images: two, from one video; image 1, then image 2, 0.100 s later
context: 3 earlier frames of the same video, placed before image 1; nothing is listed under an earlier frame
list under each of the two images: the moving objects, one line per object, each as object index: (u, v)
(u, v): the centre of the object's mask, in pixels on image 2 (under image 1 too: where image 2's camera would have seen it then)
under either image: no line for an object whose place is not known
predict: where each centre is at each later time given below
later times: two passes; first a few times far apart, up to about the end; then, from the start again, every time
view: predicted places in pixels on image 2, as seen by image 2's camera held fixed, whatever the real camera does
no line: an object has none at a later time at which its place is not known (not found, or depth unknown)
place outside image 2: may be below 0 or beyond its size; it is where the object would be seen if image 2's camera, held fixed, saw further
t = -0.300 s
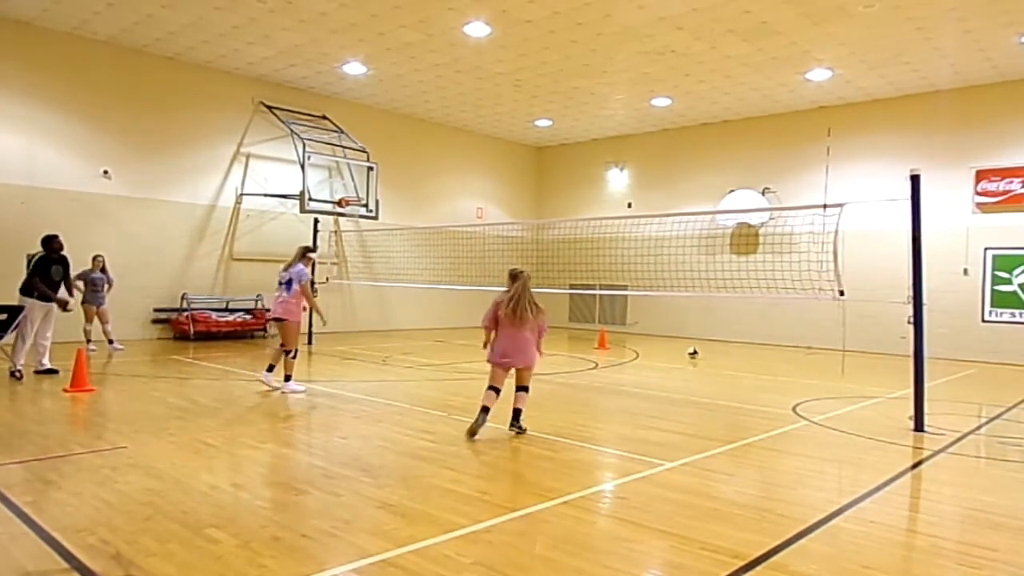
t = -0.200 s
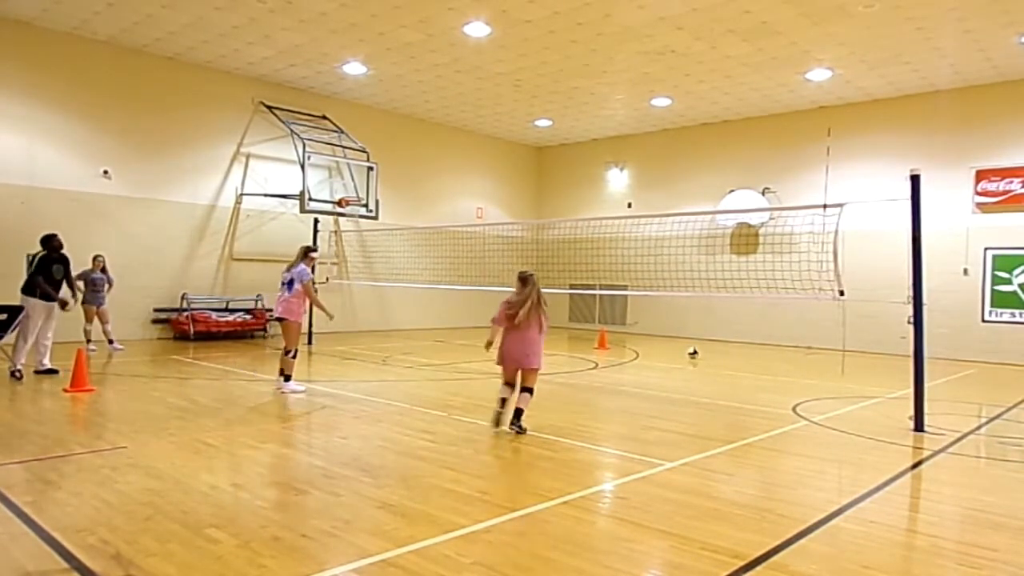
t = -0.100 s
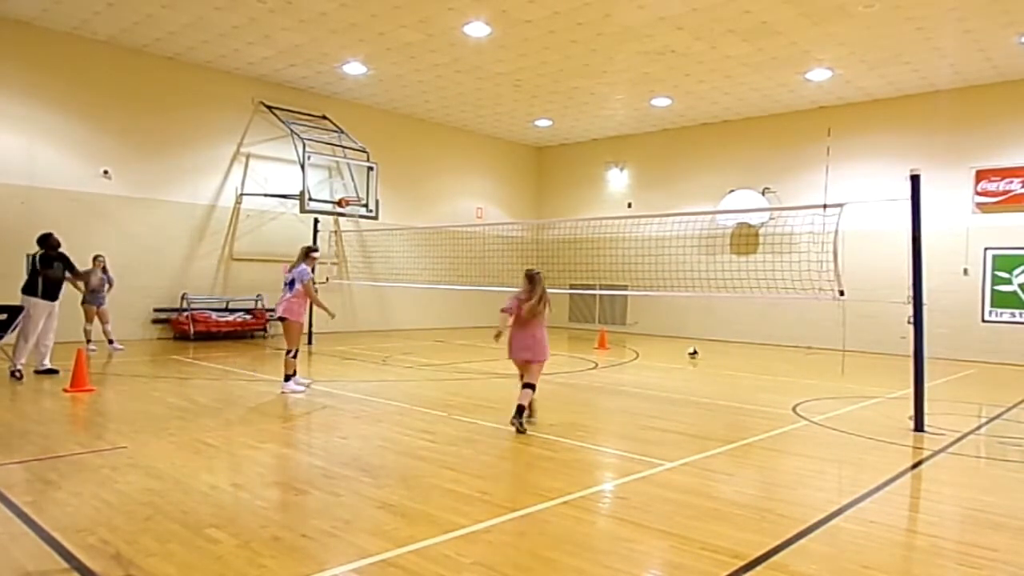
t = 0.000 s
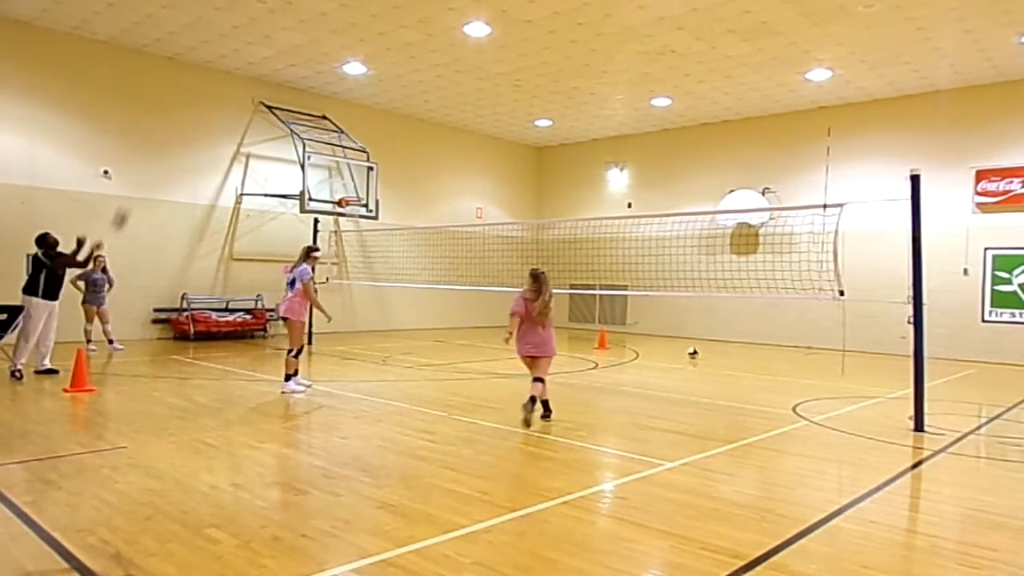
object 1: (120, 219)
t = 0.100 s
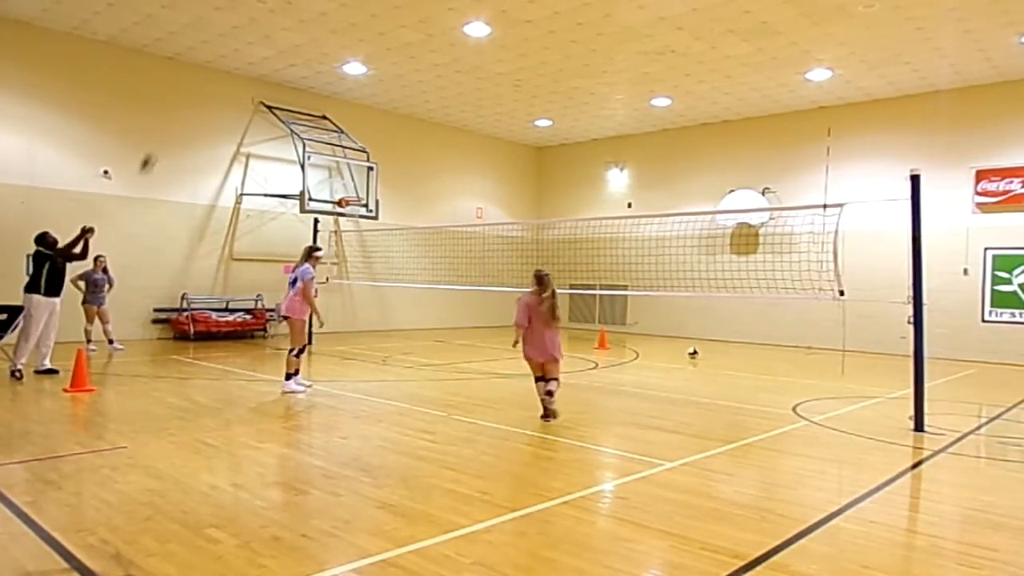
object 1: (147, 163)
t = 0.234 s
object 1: (181, 103)
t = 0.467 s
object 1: (243, 34)
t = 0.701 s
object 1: (302, 9)
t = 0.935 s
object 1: (358, 25)
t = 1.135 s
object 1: (404, 71)
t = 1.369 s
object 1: (453, 158)
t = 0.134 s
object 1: (155, 146)
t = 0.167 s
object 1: (164, 130)
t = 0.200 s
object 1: (171, 116)
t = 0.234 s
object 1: (181, 103)
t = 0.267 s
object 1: (190, 91)
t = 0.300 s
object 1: (200, 78)
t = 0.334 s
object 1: (209, 67)
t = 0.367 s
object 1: (218, 57)
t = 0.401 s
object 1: (227, 49)
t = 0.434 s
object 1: (235, 41)
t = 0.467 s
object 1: (243, 34)
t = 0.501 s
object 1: (252, 29)
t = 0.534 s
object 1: (263, 24)
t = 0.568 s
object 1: (271, 19)
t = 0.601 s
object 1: (279, 15)
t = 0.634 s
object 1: (287, 12)
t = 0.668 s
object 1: (295, 10)
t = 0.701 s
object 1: (302, 9)
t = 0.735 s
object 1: (311, 9)
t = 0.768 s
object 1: (319, 10)
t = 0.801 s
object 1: (328, 11)
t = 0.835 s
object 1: (336, 13)
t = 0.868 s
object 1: (343, 17)
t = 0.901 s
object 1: (351, 20)
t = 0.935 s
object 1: (358, 25)
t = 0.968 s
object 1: (366, 31)
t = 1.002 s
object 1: (374, 38)
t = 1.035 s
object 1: (382, 45)
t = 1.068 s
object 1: (389, 54)
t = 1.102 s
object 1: (397, 62)
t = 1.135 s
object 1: (404, 71)
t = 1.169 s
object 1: (411, 81)
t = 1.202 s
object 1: (419, 92)
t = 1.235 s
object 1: (426, 104)
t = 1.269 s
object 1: (434, 116)
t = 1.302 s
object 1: (440, 130)
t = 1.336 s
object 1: (447, 143)
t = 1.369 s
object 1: (453, 158)
